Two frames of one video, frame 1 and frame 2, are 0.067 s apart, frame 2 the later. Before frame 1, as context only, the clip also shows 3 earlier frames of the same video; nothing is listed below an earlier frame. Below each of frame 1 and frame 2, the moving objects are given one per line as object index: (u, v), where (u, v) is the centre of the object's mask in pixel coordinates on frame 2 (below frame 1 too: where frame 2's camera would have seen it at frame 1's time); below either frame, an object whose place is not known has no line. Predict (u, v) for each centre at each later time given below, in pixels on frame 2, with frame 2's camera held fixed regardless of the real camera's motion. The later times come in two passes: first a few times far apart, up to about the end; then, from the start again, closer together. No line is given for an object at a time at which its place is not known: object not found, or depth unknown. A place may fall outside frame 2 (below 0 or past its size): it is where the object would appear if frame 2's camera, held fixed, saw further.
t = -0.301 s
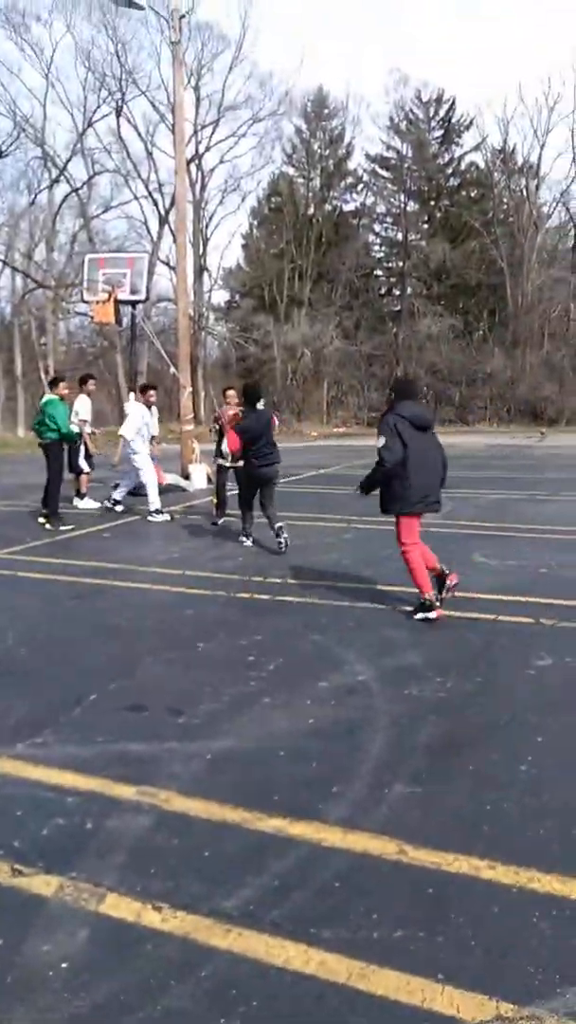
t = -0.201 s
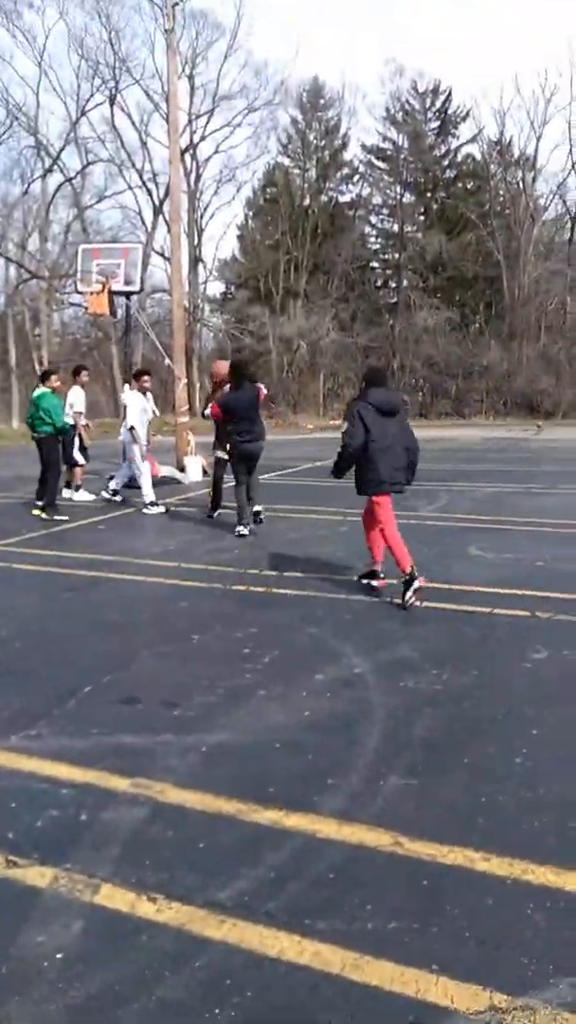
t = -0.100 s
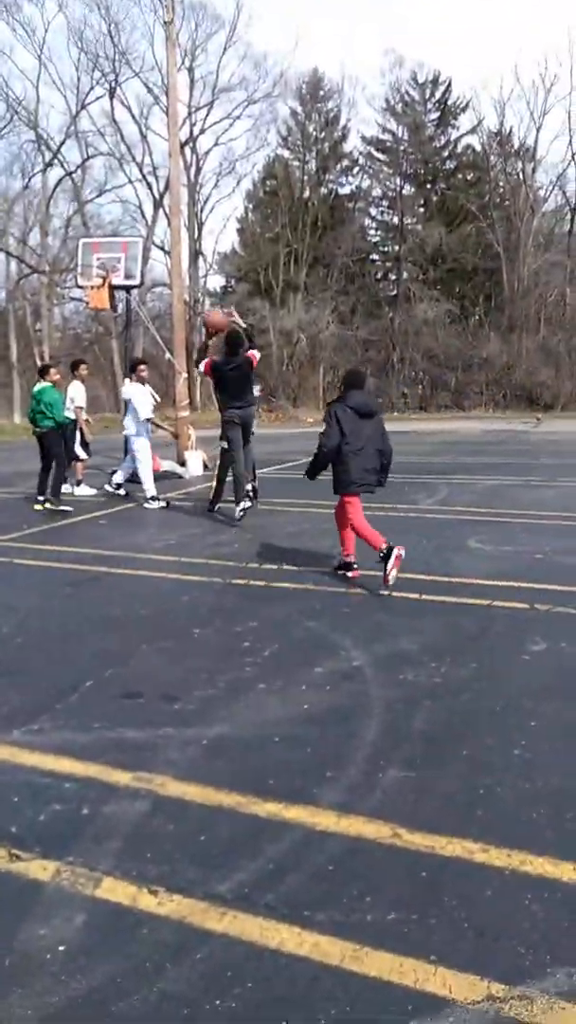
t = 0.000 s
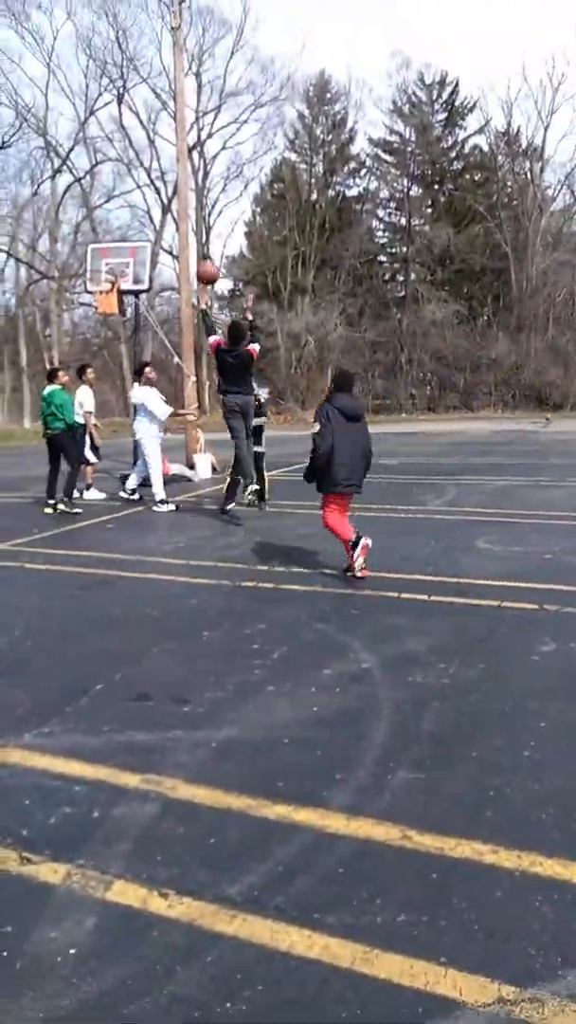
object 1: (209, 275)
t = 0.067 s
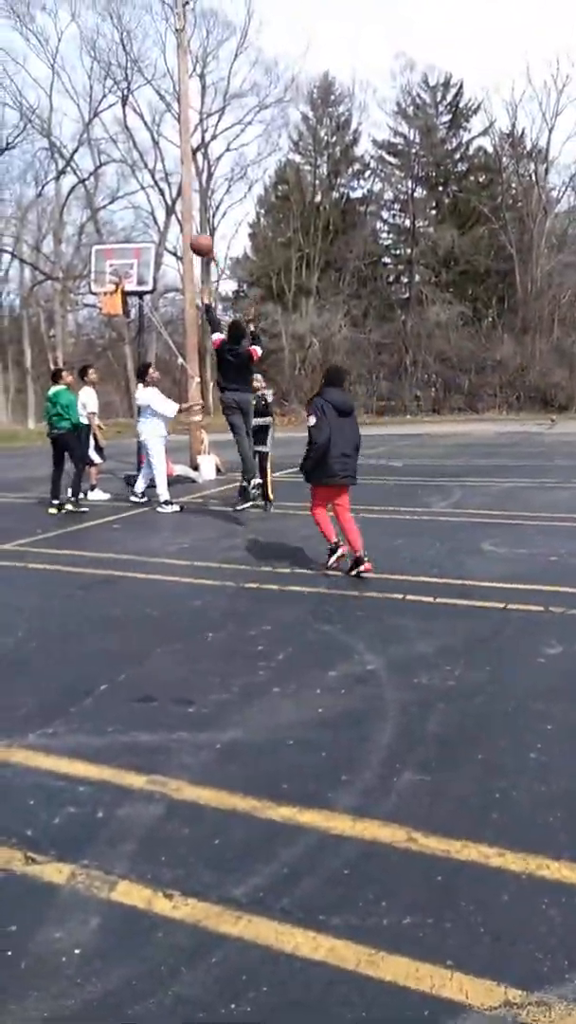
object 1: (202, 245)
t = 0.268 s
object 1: (174, 190)
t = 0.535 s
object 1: (147, 182)
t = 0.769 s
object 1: (130, 223)
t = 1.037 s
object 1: (117, 265)
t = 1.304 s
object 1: (99, 246)
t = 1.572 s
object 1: (82, 280)
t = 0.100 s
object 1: (197, 232)
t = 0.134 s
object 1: (193, 222)
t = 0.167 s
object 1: (186, 212)
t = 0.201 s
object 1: (183, 204)
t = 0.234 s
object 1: (179, 198)
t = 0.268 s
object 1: (174, 190)
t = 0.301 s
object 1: (171, 187)
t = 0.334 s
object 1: (167, 182)
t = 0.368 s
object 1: (164, 180)
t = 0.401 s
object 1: (161, 178)
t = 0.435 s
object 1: (157, 178)
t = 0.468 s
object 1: (154, 178)
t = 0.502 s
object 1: (150, 180)
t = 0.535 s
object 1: (147, 182)
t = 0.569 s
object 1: (145, 186)
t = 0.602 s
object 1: (142, 189)
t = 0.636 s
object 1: (138, 195)
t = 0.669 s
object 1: (136, 201)
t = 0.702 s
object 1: (134, 206)
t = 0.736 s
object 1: (132, 213)
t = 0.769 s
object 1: (130, 223)
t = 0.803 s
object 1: (129, 230)
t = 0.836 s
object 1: (126, 240)
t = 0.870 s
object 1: (125, 251)
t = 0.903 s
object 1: (123, 259)
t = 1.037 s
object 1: (117, 265)
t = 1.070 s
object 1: (113, 259)
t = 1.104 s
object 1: (112, 254)
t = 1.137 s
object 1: (109, 251)
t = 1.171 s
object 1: (107, 249)
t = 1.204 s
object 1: (105, 248)
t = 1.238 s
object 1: (103, 246)
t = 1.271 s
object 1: (101, 245)
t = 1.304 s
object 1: (99, 246)
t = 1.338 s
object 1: (96, 248)
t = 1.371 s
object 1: (94, 249)
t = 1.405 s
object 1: (91, 253)
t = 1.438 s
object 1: (89, 256)
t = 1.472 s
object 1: (87, 261)
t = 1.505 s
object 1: (85, 264)
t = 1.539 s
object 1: (84, 267)
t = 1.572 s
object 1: (82, 280)
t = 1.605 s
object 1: (80, 288)
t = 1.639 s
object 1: (78, 298)
